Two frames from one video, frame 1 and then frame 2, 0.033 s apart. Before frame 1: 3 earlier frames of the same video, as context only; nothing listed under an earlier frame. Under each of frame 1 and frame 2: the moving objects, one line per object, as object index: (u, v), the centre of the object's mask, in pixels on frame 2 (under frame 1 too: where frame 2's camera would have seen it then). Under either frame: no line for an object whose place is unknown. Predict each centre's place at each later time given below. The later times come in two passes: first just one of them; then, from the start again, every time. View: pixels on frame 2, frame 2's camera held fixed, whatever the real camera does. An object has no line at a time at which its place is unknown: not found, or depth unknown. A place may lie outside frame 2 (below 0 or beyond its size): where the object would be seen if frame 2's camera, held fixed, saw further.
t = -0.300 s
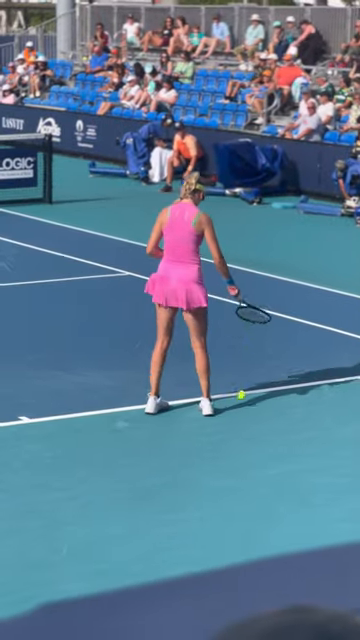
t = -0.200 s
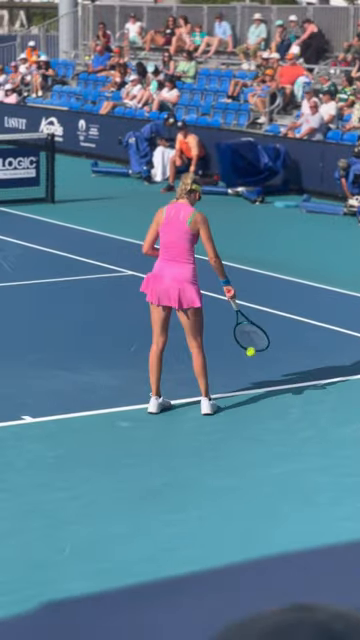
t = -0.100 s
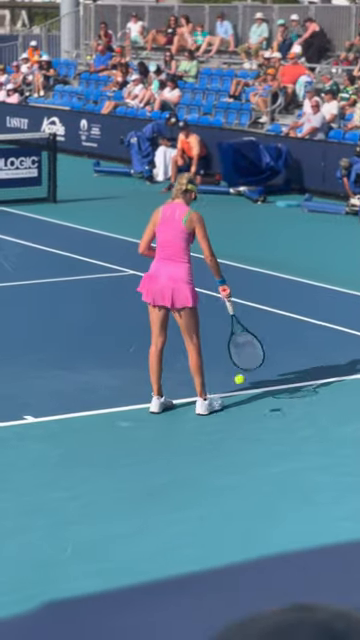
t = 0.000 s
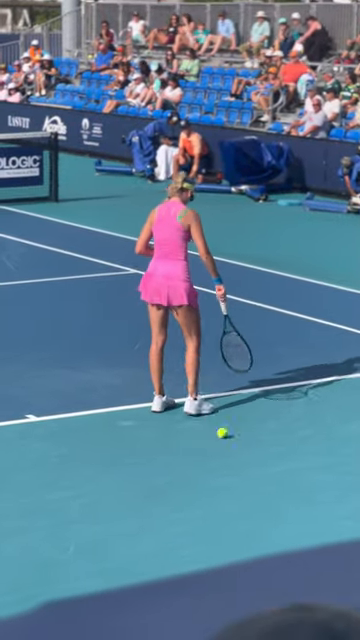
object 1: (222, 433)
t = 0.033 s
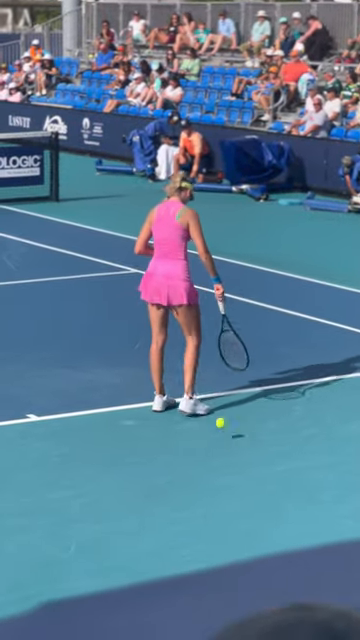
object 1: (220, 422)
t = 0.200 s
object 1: (209, 396)
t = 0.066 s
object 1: (218, 414)
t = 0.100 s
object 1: (216, 407)
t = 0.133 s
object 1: (214, 402)
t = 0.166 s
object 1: (211, 398)
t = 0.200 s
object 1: (209, 396)
